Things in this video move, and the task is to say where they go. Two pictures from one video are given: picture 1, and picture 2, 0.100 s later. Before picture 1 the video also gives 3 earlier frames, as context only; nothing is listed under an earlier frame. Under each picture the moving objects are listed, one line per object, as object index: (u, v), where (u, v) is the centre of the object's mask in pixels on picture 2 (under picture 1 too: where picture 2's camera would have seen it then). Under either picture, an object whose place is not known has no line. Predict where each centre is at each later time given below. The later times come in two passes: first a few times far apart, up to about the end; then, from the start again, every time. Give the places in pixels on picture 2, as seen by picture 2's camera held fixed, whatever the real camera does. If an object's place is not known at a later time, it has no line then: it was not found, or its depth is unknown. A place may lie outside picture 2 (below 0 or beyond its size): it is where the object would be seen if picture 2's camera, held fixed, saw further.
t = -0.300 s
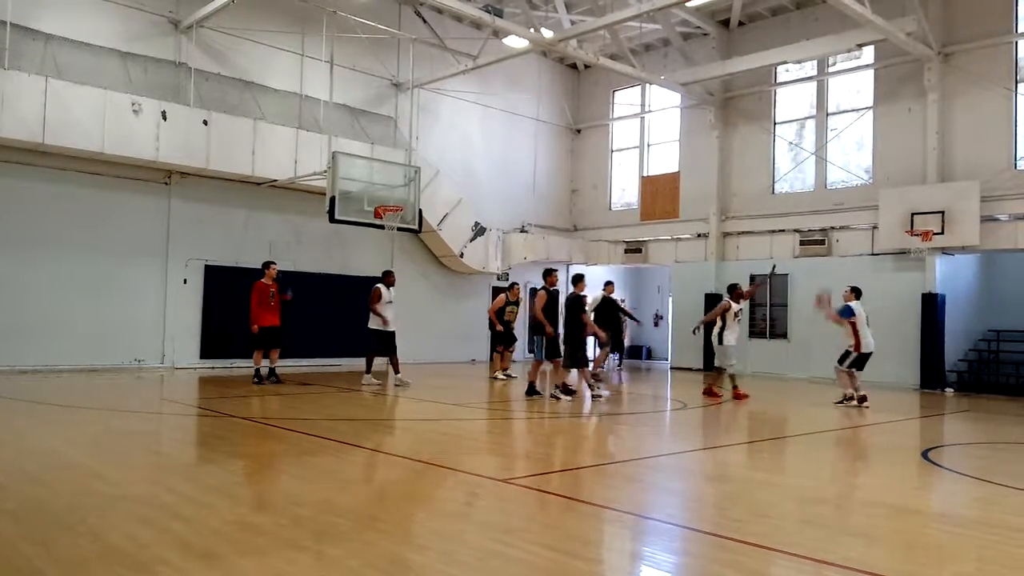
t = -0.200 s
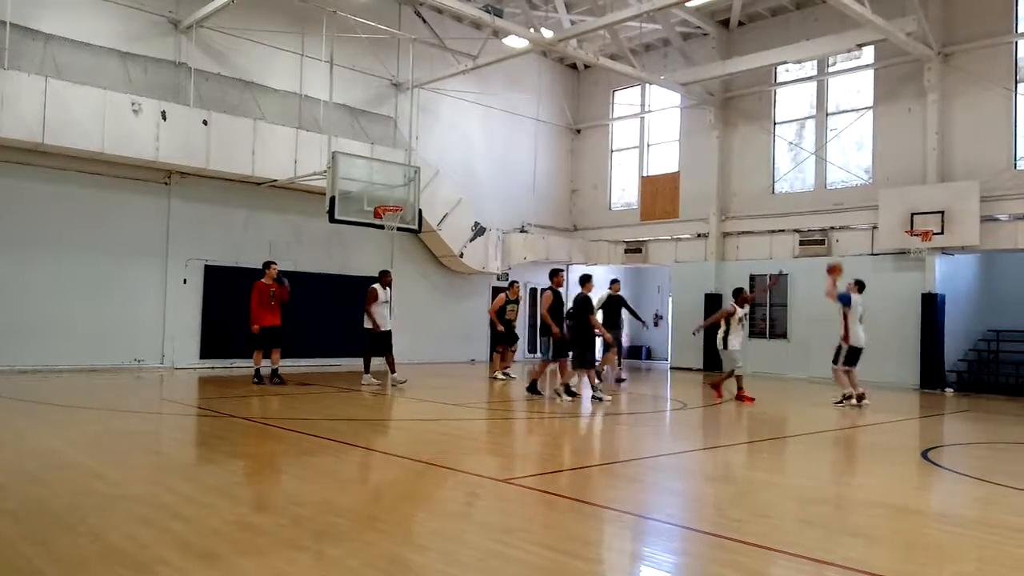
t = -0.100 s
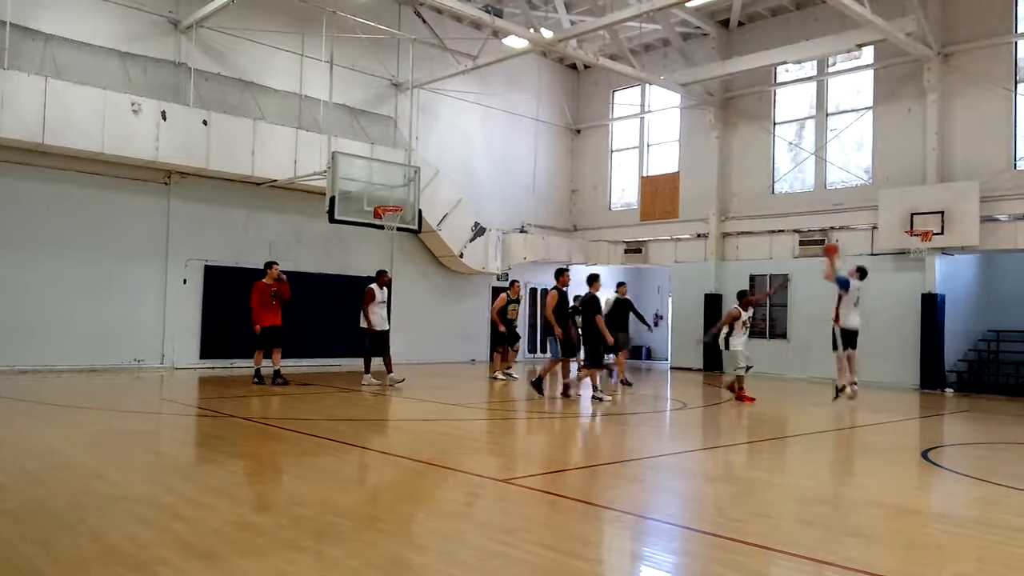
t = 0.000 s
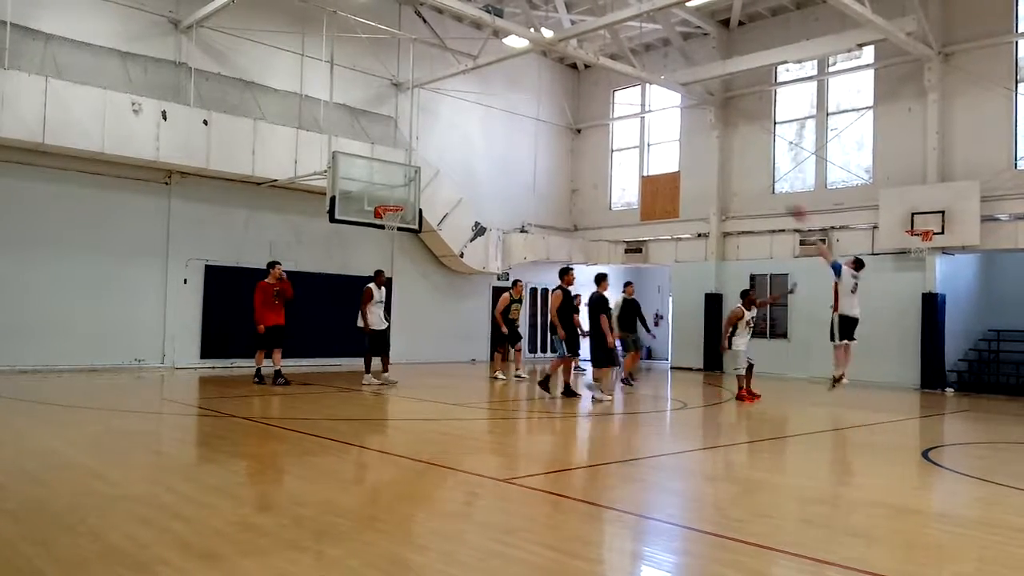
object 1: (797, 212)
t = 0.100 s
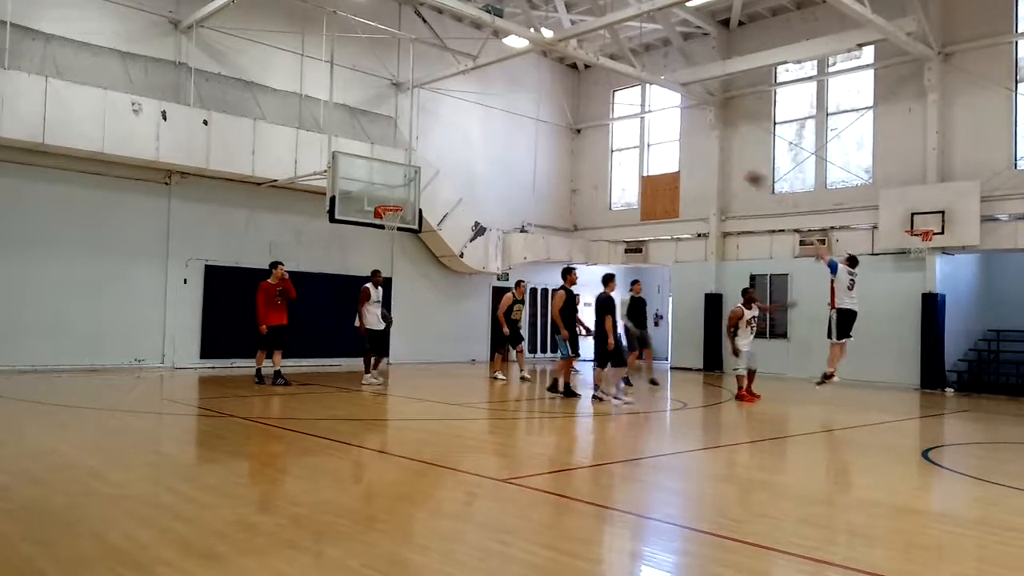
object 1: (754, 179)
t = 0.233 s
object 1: (701, 145)
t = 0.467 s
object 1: (616, 114)
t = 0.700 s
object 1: (538, 114)
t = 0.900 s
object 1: (474, 138)
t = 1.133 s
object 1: (406, 187)
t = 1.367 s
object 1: (366, 185)
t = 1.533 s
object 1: (339, 180)
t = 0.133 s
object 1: (741, 170)
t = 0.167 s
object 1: (727, 161)
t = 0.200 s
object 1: (714, 152)
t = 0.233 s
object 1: (701, 145)
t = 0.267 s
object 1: (689, 138)
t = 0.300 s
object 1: (680, 134)
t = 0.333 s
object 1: (664, 126)
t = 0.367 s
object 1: (650, 123)
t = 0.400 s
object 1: (640, 119)
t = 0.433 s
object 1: (628, 116)
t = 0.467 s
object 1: (616, 114)
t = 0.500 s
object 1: (604, 112)
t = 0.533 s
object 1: (593, 111)
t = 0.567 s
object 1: (581, 110)
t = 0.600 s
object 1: (571, 110)
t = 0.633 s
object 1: (559, 111)
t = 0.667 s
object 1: (549, 112)
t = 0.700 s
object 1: (538, 114)
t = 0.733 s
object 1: (527, 116)
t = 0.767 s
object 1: (517, 119)
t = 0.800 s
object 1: (506, 123)
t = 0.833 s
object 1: (495, 127)
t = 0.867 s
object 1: (485, 132)
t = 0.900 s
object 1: (474, 138)
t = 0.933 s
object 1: (465, 143)
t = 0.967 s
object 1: (455, 149)
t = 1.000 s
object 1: (445, 156)
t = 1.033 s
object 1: (436, 164)
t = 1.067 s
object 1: (427, 172)
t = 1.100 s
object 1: (415, 179)
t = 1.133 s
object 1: (406, 187)
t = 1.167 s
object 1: (396, 198)
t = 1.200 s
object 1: (390, 202)
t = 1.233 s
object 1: (385, 199)
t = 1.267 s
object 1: (380, 195)
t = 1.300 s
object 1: (376, 191)
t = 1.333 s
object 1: (371, 188)
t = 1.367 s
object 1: (366, 185)
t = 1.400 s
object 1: (361, 183)
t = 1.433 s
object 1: (356, 181)
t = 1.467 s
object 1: (351, 180)
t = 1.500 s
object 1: (345, 180)
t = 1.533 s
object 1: (339, 180)
